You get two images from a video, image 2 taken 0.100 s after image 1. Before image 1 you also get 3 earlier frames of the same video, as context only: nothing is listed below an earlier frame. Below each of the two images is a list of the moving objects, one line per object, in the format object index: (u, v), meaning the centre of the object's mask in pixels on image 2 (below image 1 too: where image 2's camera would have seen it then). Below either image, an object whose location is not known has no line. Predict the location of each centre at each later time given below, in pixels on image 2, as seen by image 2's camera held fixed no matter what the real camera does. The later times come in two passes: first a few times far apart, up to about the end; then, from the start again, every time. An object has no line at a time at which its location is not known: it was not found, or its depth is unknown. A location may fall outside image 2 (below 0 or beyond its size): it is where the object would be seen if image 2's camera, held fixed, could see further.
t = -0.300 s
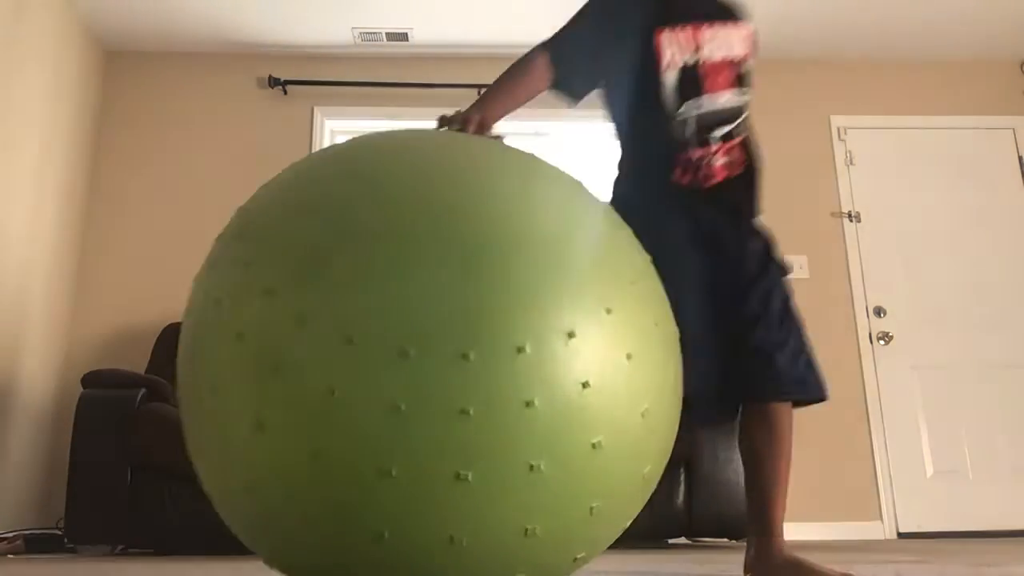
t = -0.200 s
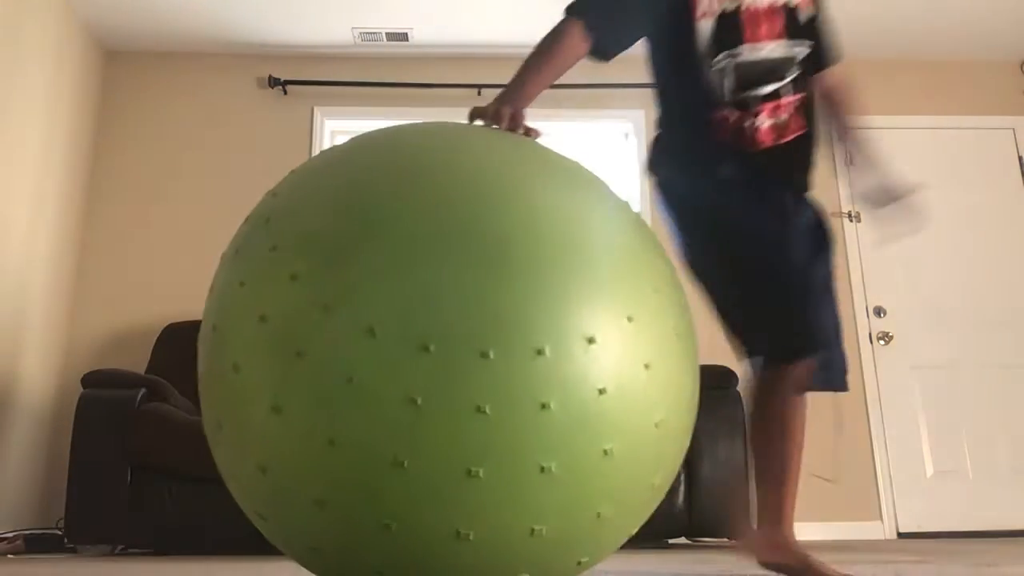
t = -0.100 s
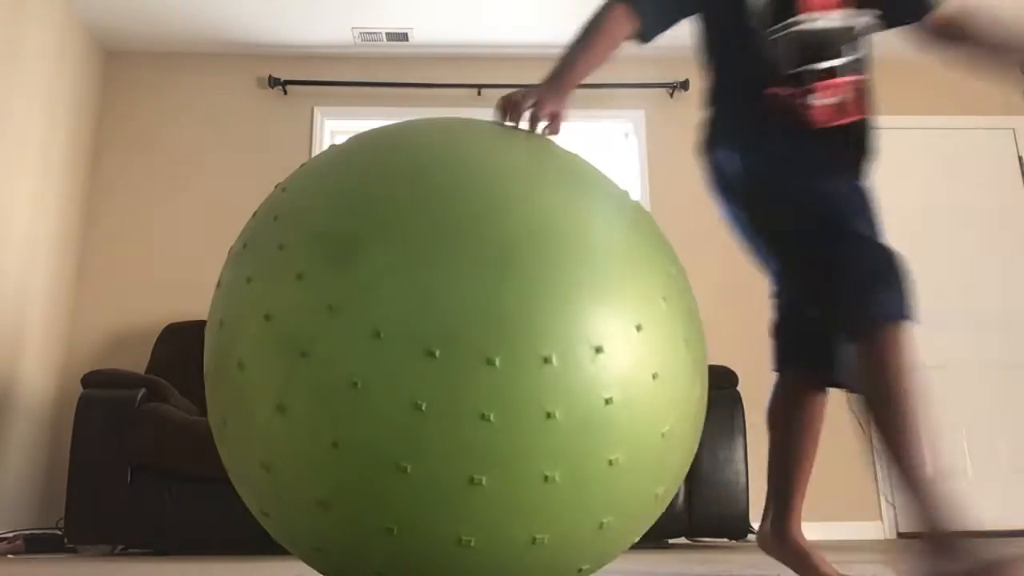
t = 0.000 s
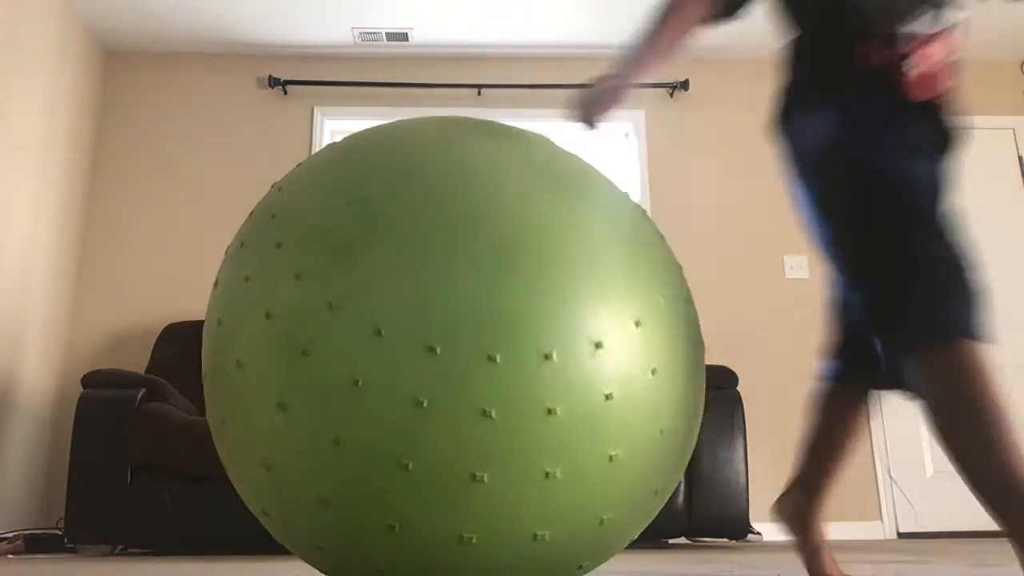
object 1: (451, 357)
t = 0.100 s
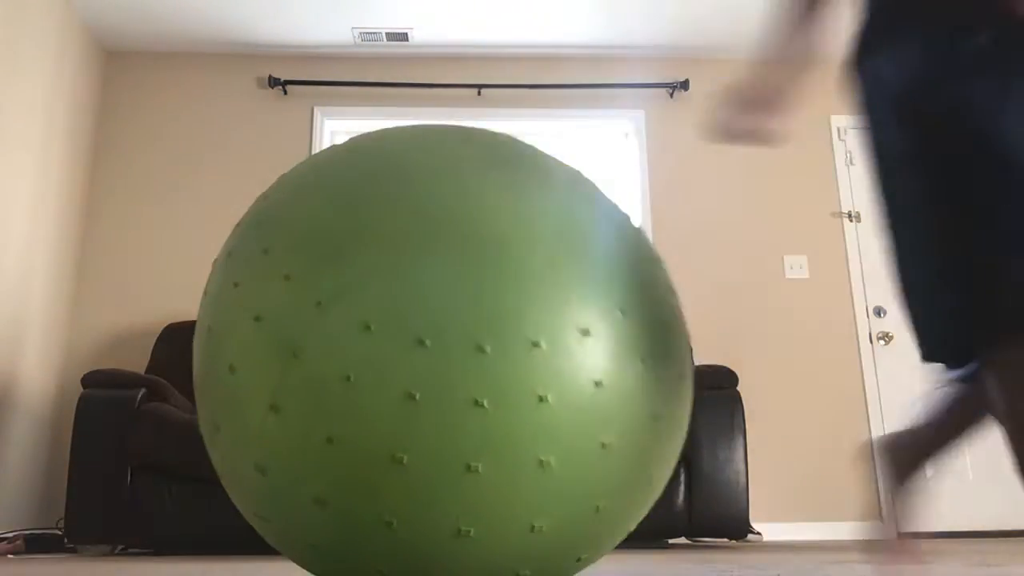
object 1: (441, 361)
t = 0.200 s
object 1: (421, 365)
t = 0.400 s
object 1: (378, 376)
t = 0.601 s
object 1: (350, 384)
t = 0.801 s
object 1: (347, 388)
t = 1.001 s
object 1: (367, 386)
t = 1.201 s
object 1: (400, 378)
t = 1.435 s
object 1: (428, 367)
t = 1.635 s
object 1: (426, 361)
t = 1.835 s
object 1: (403, 362)
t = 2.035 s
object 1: (374, 369)
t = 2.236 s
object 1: (354, 378)
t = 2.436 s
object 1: (353, 384)
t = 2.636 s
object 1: (368, 386)
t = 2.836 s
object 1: (392, 383)
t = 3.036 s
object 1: (410, 376)
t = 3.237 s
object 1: (406, 370)
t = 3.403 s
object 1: (395, 365)
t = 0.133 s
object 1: (435, 362)
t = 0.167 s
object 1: (429, 363)
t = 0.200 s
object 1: (421, 365)
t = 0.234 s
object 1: (414, 367)
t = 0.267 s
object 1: (407, 369)
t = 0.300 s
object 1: (401, 371)
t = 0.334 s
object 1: (393, 372)
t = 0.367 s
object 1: (386, 374)
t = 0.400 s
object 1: (378, 376)
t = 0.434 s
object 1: (371, 377)
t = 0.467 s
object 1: (366, 379)
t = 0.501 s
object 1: (361, 381)
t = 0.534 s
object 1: (357, 382)
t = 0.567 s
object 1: (353, 383)
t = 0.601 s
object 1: (350, 384)
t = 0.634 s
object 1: (348, 386)
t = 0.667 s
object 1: (346, 387)
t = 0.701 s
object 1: (346, 387)
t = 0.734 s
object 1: (345, 388)
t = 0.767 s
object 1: (346, 388)
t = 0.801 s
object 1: (347, 388)
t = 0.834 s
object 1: (349, 388)
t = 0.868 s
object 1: (352, 388)
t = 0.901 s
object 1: (354, 388)
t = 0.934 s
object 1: (358, 388)
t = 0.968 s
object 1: (362, 387)
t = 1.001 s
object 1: (367, 386)
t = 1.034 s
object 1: (371, 385)
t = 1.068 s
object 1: (377, 384)
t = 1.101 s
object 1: (382, 383)
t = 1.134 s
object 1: (388, 382)
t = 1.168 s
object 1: (394, 379)
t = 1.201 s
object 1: (400, 378)
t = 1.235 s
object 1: (405, 376)
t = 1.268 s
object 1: (410, 375)
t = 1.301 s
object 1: (415, 374)
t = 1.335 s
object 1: (419, 372)
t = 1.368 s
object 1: (423, 370)
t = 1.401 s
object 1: (426, 368)
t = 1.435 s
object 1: (428, 367)
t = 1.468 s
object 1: (430, 366)
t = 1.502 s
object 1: (431, 364)
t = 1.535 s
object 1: (431, 364)
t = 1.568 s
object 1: (430, 362)
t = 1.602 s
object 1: (428, 361)
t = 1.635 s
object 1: (426, 361)
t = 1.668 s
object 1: (423, 360)
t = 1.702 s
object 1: (421, 361)
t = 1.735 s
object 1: (417, 361)
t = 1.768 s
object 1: (412, 361)
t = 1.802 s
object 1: (408, 362)
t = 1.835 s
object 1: (403, 362)
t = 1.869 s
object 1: (398, 363)
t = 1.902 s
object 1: (392, 364)
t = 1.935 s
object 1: (387, 365)
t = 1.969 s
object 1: (382, 367)
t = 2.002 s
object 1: (378, 367)
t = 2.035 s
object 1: (374, 369)
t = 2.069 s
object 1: (369, 371)
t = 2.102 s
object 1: (365, 372)
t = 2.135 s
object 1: (360, 374)
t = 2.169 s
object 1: (358, 375)
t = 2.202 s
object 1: (355, 376)
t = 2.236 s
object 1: (354, 378)
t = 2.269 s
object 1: (353, 379)
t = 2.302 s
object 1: (351, 381)
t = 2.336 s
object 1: (351, 382)
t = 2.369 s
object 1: (351, 382)
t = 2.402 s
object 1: (352, 383)
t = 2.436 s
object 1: (353, 384)
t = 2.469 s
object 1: (355, 385)
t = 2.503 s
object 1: (357, 386)
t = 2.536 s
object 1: (360, 386)
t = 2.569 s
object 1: (363, 386)
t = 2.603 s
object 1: (365, 387)
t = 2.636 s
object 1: (368, 386)
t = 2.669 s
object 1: (372, 386)
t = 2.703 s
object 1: (376, 386)
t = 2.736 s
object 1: (381, 385)
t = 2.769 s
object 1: (386, 384)
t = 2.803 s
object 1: (390, 383)
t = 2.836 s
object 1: (392, 383)
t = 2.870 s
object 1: (395, 383)
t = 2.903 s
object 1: (399, 382)
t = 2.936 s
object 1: (402, 380)
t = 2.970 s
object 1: (404, 379)
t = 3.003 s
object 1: (406, 378)
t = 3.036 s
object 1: (410, 376)
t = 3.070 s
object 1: (411, 375)
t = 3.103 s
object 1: (411, 374)
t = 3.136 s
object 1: (409, 373)
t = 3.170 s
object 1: (407, 373)
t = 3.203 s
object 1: (407, 372)
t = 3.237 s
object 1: (406, 370)
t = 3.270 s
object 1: (406, 369)
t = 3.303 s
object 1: (405, 366)
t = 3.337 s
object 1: (403, 364)
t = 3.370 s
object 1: (397, 365)
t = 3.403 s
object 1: (395, 365)
